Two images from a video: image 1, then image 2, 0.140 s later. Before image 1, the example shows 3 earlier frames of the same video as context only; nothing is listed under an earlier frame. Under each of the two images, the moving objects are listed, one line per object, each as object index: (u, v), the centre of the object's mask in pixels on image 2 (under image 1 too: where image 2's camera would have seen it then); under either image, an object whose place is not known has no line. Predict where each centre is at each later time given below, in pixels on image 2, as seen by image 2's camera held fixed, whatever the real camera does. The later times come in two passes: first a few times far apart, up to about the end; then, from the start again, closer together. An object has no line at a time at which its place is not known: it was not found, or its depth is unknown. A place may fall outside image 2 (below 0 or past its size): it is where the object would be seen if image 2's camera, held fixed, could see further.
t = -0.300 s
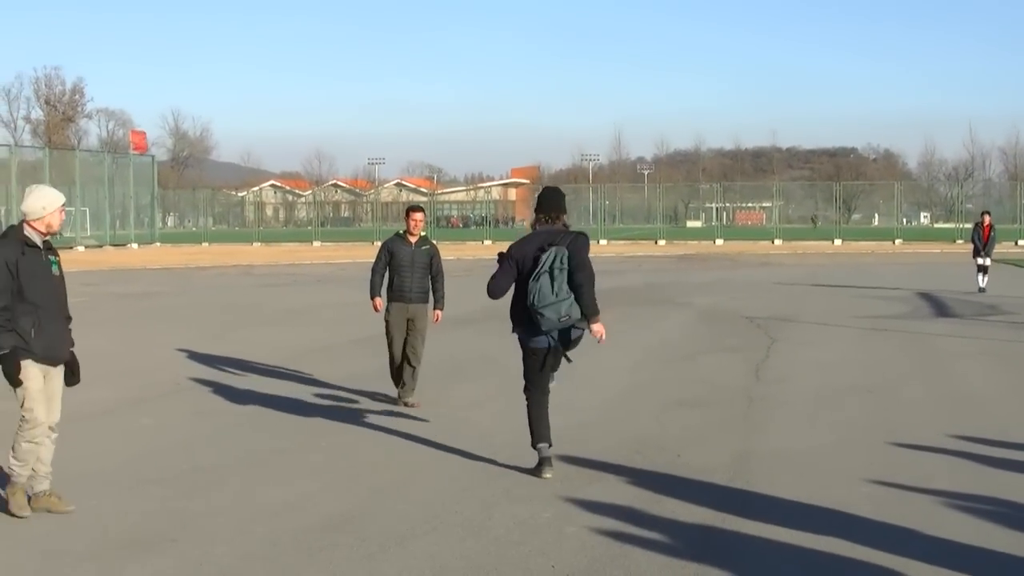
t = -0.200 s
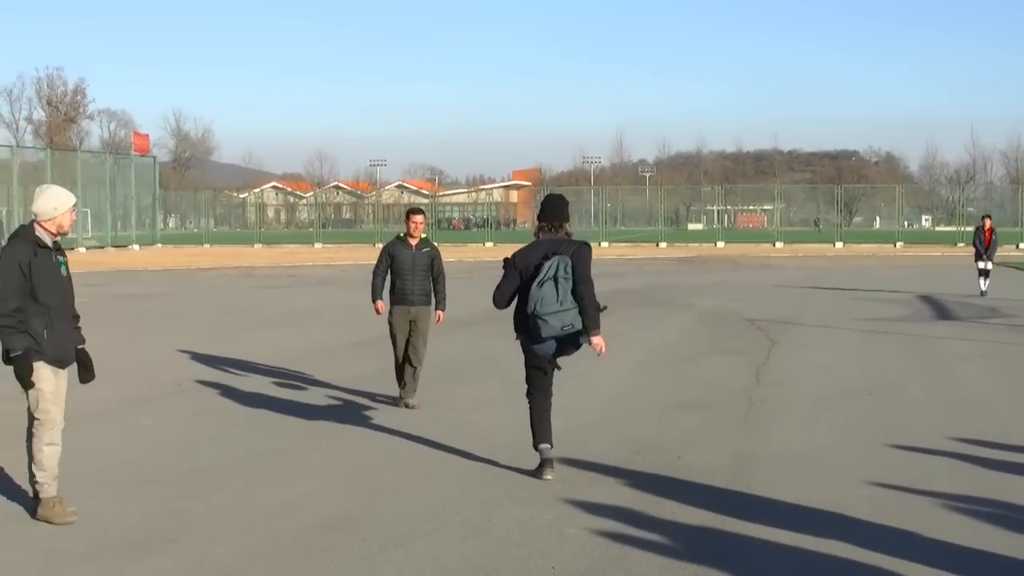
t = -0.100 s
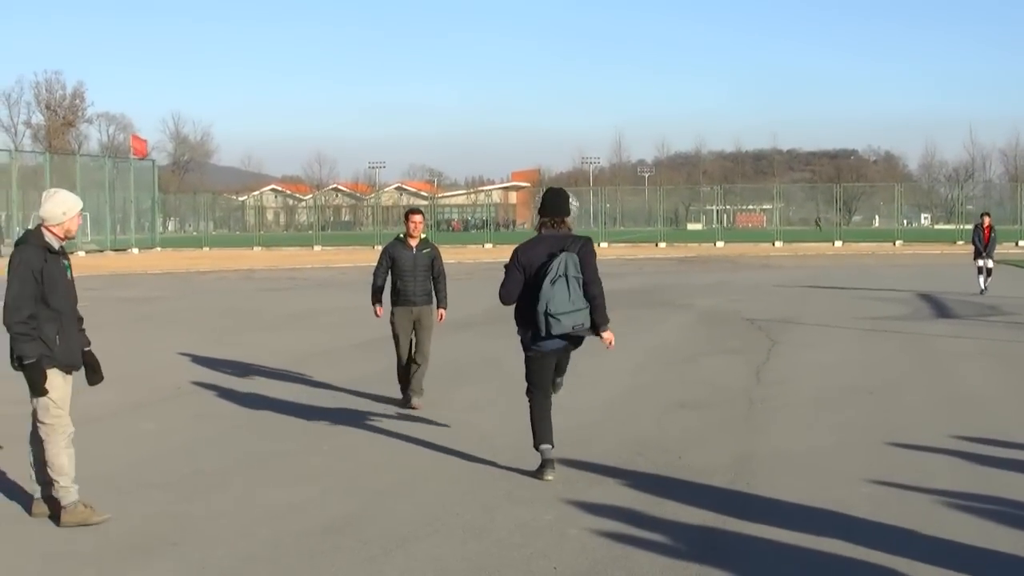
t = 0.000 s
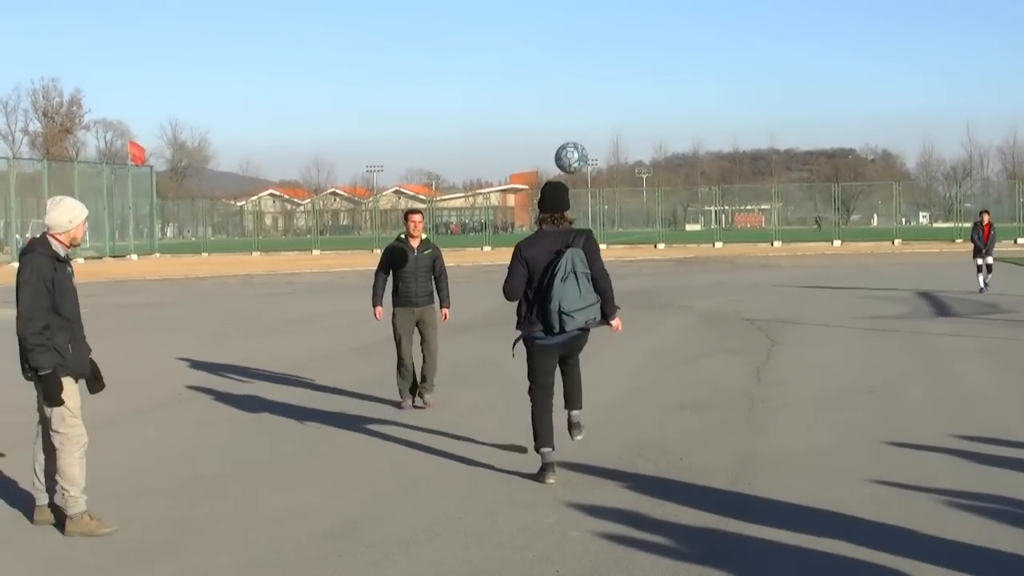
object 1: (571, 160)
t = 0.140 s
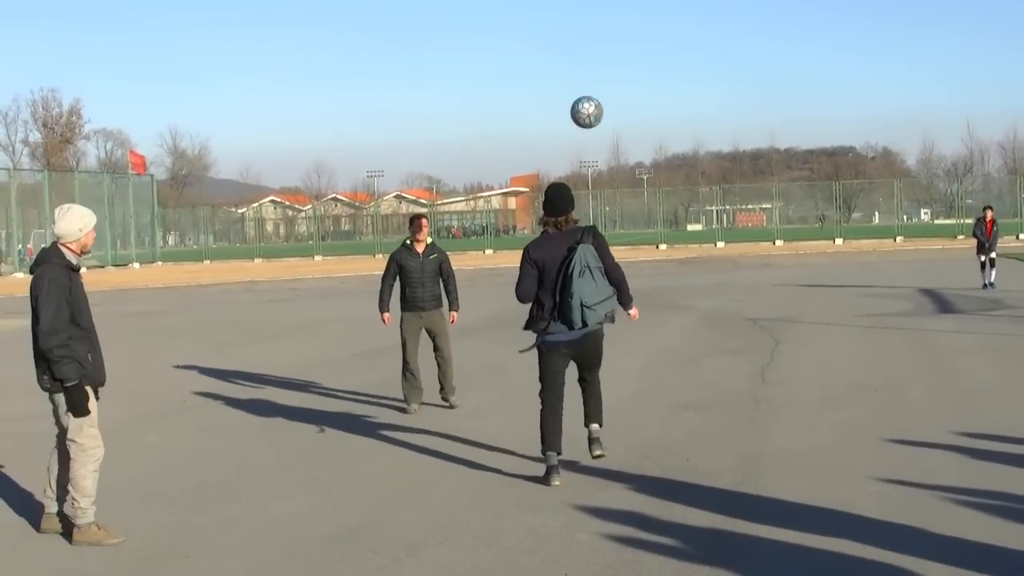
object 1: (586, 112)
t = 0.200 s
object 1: (593, 100)
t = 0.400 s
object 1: (616, 97)
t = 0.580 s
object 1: (637, 144)
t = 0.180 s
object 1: (591, 103)
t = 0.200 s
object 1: (593, 100)
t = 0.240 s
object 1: (597, 95)
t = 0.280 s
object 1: (602, 92)
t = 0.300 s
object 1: (604, 91)
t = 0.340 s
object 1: (609, 92)
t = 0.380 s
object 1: (614, 95)
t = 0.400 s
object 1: (616, 97)
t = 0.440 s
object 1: (621, 103)
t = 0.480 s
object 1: (625, 112)
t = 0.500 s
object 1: (628, 117)
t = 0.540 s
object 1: (633, 129)
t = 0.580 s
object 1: (637, 144)
